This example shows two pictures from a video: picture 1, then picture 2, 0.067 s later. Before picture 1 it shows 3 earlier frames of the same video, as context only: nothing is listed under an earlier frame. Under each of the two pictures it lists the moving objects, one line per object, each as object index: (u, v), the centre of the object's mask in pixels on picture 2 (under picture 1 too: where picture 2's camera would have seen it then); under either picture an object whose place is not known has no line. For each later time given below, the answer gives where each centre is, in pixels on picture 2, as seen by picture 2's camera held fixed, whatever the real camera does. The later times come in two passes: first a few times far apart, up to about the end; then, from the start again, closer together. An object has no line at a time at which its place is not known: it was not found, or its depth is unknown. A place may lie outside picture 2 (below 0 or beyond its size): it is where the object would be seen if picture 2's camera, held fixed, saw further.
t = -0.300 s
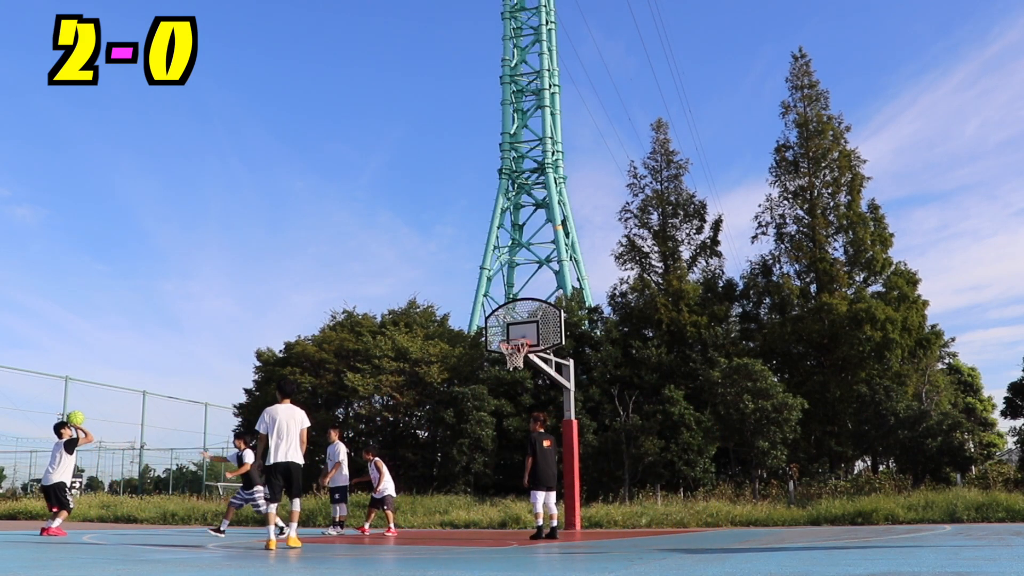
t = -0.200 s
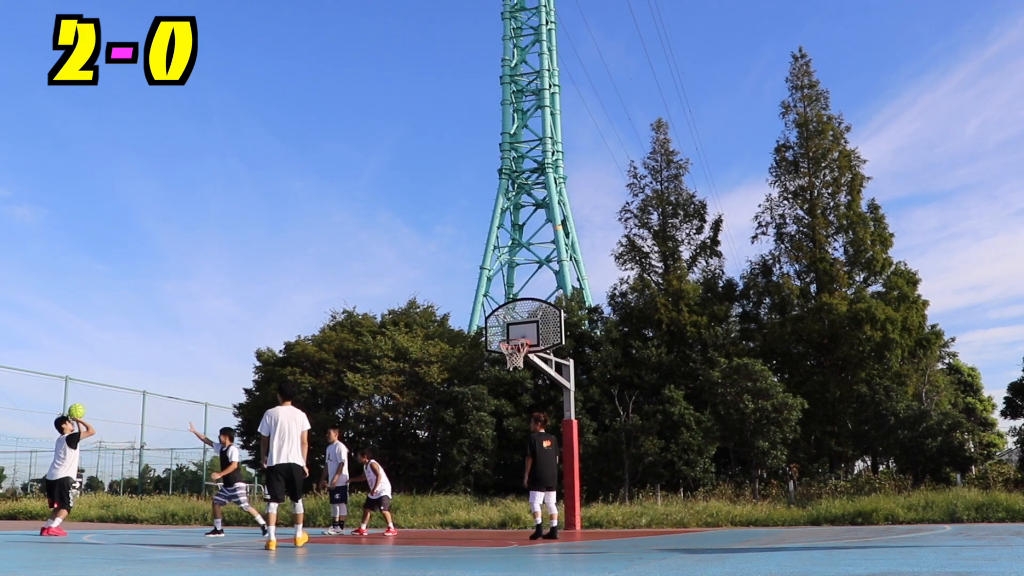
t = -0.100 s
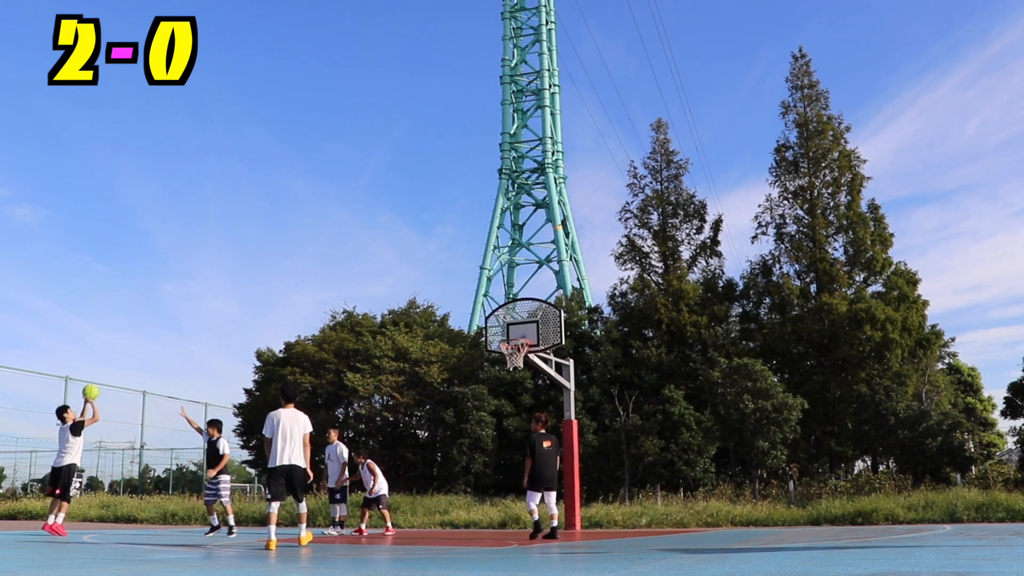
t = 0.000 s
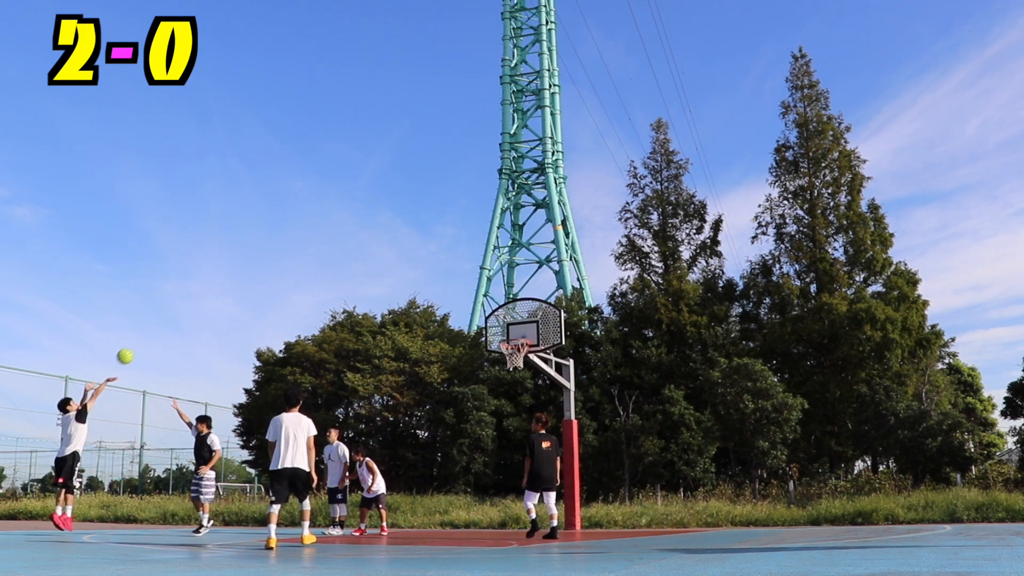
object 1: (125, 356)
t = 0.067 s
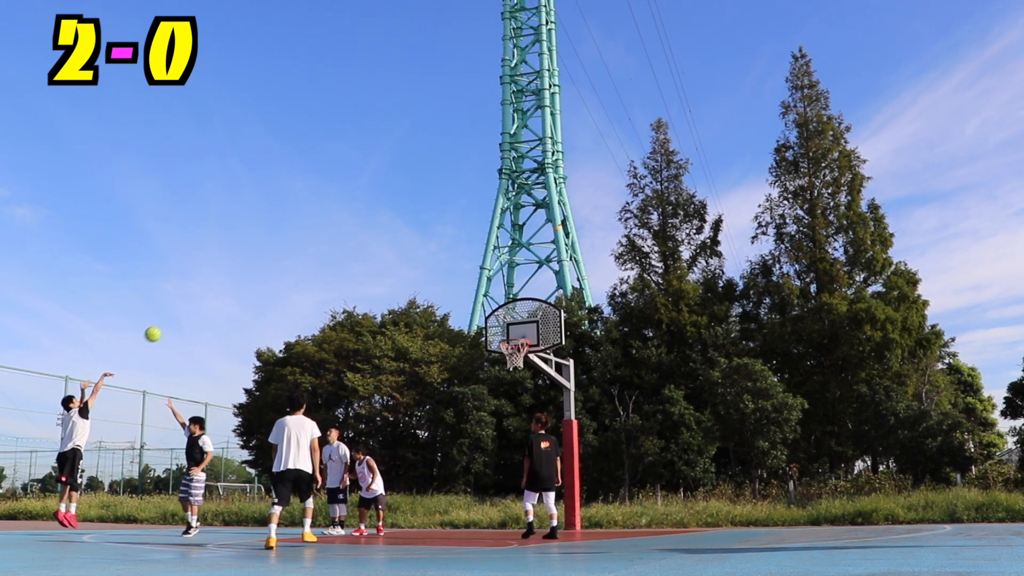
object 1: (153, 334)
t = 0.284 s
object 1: (238, 284)
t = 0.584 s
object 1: (349, 263)
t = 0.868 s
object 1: (447, 292)
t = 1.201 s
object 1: (521, 362)
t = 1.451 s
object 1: (510, 407)
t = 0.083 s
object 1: (160, 329)
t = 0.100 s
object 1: (166, 324)
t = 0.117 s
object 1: (173, 320)
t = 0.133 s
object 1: (180, 315)
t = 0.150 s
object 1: (187, 311)
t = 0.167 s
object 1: (193, 307)
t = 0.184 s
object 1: (200, 303)
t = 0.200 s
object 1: (206, 299)
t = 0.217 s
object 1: (213, 296)
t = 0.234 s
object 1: (219, 293)
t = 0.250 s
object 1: (226, 289)
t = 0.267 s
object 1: (232, 286)
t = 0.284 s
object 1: (238, 284)
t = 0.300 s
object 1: (245, 281)
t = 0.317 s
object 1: (251, 279)
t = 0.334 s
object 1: (257, 276)
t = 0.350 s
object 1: (264, 274)
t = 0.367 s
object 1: (270, 272)
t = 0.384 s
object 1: (276, 271)
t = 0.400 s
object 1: (282, 269)
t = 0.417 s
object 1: (288, 268)
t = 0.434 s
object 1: (294, 267)
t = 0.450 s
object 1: (300, 266)
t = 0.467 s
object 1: (307, 265)
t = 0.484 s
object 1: (313, 264)
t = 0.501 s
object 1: (319, 264)
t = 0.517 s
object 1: (325, 263)
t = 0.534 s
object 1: (331, 263)
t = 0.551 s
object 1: (337, 263)
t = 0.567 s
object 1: (343, 263)
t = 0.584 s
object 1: (349, 263)
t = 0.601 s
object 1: (355, 263)
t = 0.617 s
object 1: (360, 264)
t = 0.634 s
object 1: (366, 265)
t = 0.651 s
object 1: (372, 266)
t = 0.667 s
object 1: (378, 267)
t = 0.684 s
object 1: (384, 268)
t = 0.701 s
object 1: (390, 269)
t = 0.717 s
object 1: (396, 271)
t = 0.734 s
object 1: (401, 273)
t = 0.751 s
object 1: (407, 275)
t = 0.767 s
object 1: (413, 276)
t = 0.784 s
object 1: (419, 279)
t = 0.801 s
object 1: (424, 281)
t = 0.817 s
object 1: (430, 283)
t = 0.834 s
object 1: (436, 286)
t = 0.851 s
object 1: (442, 289)
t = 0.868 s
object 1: (447, 292)
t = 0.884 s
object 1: (453, 295)
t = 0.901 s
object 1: (459, 298)
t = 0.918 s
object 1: (464, 302)
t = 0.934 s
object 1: (470, 305)
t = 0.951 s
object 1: (476, 309)
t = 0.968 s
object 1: (481, 313)
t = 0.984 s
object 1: (487, 317)
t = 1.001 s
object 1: (493, 321)
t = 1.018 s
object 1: (499, 326)
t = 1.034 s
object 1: (505, 330)
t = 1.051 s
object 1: (511, 334)
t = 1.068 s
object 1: (515, 338)
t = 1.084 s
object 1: (522, 344)
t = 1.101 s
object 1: (522, 348)
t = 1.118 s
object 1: (524, 352)
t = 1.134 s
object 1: (524, 355)
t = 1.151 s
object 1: (524, 357)
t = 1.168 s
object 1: (522, 359)
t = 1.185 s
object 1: (522, 362)
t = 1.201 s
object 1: (521, 362)
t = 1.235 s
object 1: (520, 365)
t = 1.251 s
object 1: (519, 368)
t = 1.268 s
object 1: (518, 371)
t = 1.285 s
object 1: (517, 373)
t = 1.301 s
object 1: (516, 376)
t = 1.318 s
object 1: (516, 378)
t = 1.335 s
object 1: (515, 381)
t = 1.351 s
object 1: (514, 385)
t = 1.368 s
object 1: (514, 388)
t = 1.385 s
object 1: (513, 391)
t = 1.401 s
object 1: (512, 395)
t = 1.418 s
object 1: (512, 398)
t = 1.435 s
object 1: (511, 402)
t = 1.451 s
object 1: (510, 407)
